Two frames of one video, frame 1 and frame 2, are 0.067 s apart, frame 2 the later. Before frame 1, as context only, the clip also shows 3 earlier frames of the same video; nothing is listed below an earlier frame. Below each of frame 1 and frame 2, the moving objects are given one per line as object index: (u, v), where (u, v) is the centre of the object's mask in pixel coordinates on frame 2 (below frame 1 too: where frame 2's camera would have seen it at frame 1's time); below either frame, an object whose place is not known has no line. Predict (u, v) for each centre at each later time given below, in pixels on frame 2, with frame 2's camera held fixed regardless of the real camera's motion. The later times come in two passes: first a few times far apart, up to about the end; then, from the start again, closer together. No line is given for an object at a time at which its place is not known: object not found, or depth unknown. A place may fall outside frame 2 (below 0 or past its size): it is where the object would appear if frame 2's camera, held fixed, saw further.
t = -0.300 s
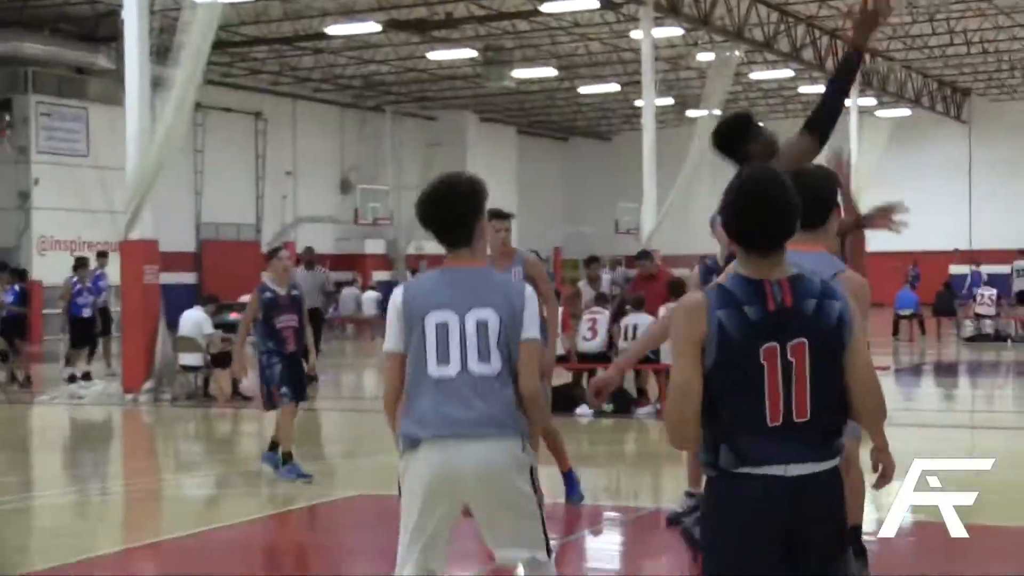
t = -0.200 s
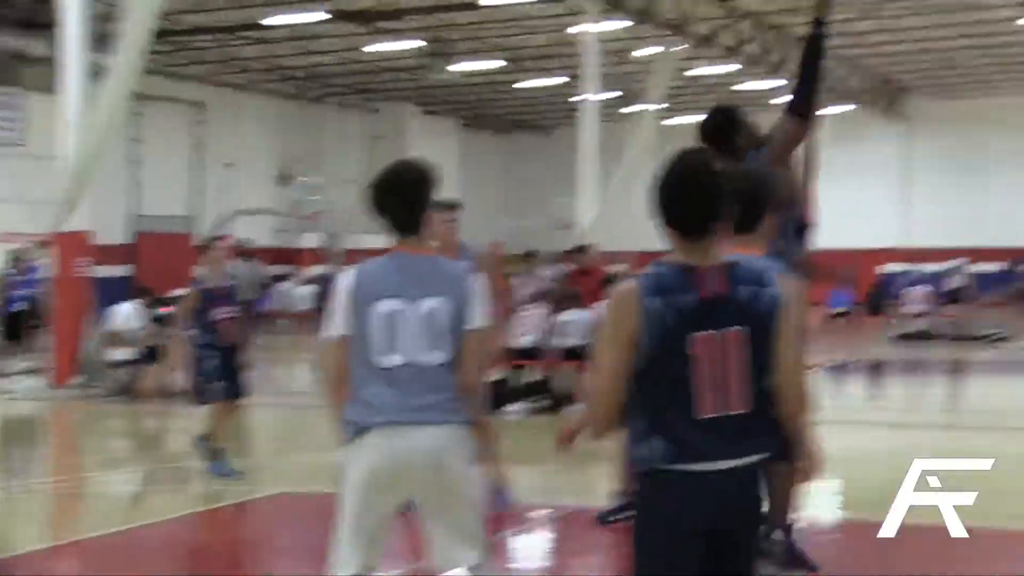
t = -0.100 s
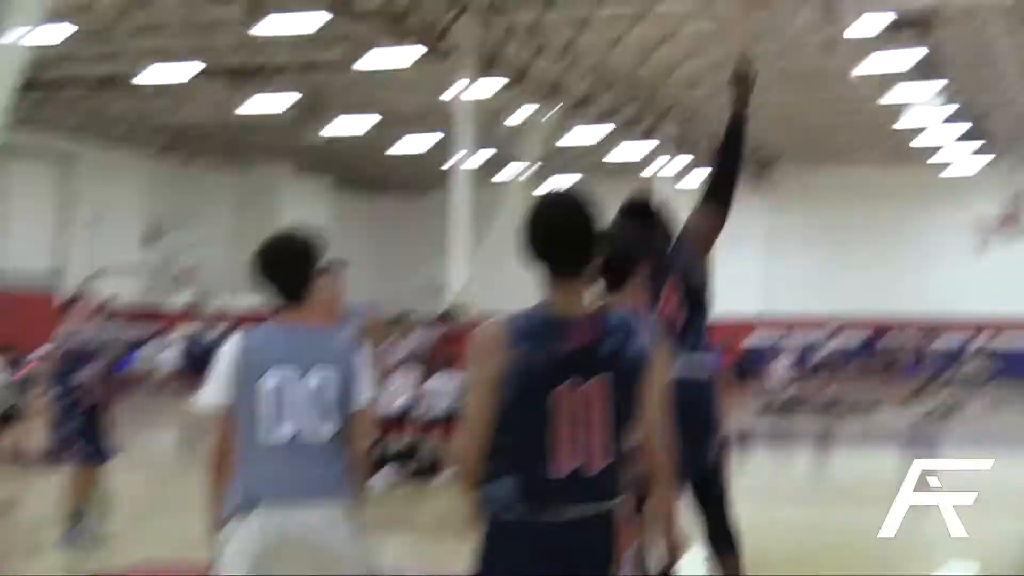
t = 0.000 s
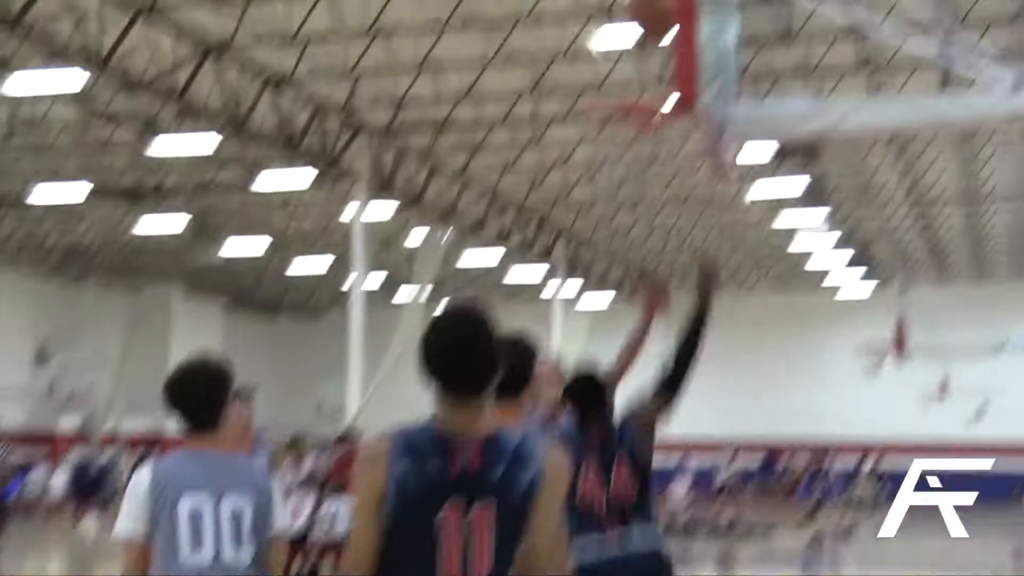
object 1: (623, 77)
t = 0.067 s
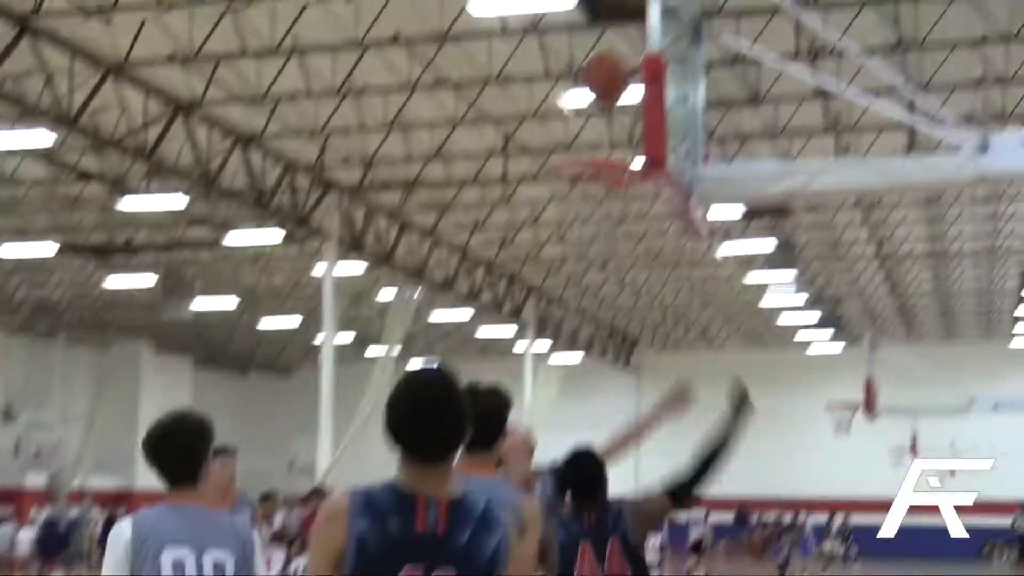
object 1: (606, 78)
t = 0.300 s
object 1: (559, 145)
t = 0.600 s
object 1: (603, 176)
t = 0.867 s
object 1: (581, 241)
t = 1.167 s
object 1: (569, 414)
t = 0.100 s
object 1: (598, 83)
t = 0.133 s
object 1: (589, 91)
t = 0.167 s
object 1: (582, 100)
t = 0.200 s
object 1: (574, 111)
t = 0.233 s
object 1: (568, 123)
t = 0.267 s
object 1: (561, 137)
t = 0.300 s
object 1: (559, 145)
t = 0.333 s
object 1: (566, 142)
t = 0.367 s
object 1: (572, 141)
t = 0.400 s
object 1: (579, 142)
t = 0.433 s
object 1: (585, 143)
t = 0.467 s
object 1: (592, 146)
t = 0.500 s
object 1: (600, 150)
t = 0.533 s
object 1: (605, 170)
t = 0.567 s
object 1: (605, 174)
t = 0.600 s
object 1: (603, 176)
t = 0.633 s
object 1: (600, 181)
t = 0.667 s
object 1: (595, 189)
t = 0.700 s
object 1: (593, 197)
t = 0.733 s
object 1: (590, 207)
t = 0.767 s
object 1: (587, 216)
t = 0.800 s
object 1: (584, 227)
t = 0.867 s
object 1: (581, 241)
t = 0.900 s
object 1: (579, 253)
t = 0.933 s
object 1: (578, 263)
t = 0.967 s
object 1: (576, 279)
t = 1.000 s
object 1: (574, 295)
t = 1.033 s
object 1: (573, 315)
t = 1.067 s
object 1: (572, 337)
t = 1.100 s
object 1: (570, 361)
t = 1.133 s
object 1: (569, 386)
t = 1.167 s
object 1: (569, 414)
